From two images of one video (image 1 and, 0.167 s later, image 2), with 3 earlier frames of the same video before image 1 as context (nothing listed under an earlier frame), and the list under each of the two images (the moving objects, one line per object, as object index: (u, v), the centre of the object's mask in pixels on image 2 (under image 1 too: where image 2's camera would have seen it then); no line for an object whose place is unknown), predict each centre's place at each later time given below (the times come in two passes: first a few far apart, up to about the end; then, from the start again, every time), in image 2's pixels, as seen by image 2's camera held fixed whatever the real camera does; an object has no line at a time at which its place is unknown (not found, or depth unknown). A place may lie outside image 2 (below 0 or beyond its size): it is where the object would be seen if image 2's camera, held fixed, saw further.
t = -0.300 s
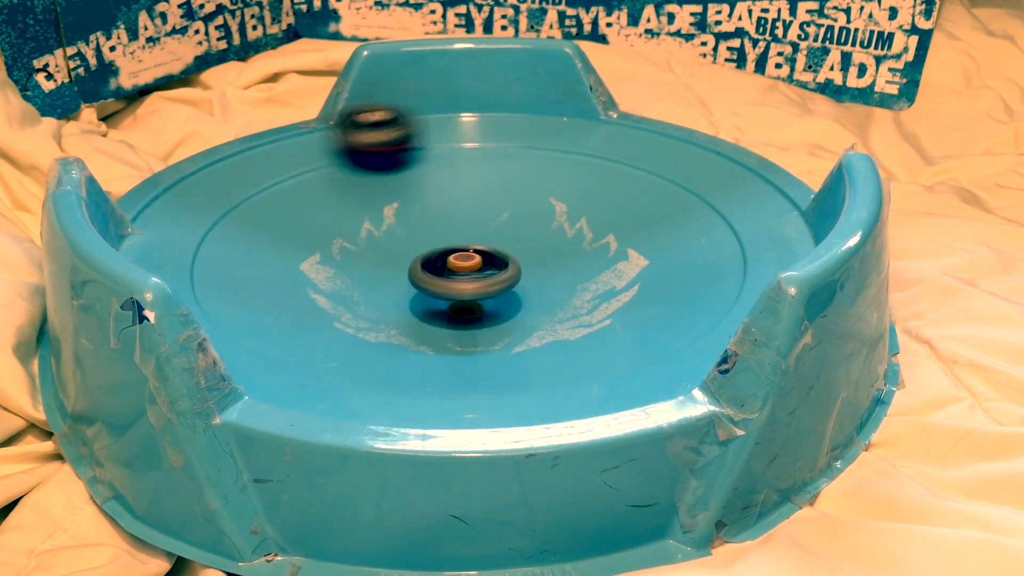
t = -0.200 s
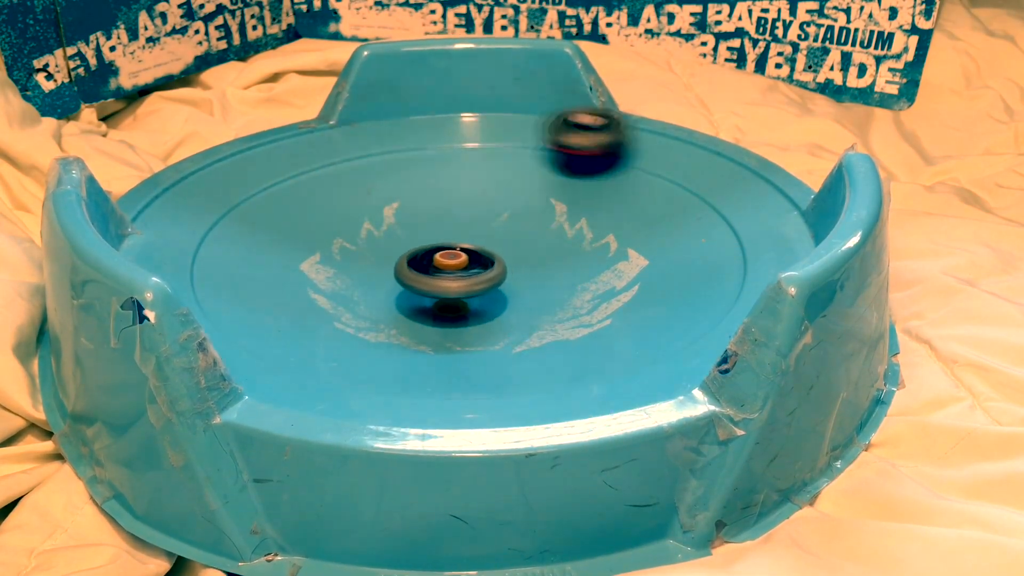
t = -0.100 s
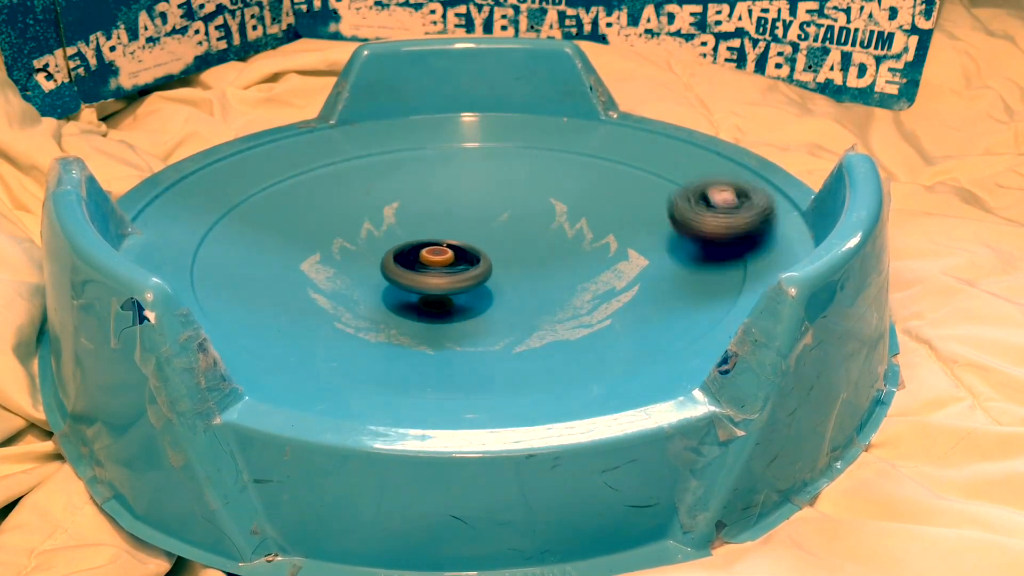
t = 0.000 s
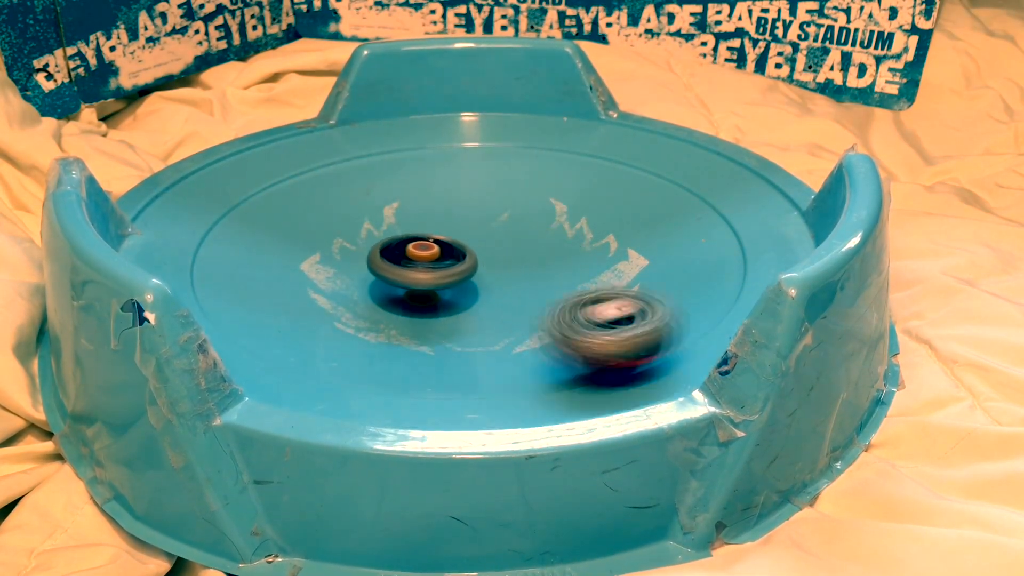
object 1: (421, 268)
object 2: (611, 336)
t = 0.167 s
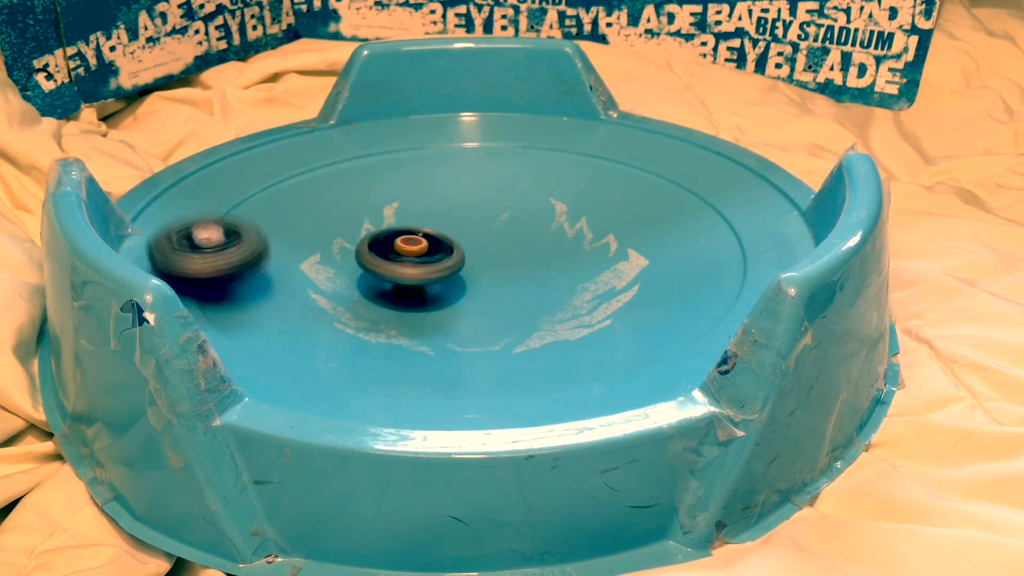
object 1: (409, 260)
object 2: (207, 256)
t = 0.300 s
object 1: (425, 244)
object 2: (355, 143)
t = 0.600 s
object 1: (444, 231)
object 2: (647, 320)
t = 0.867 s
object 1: (470, 224)
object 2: (277, 175)
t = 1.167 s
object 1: (509, 227)
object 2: (708, 265)
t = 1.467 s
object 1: (529, 245)
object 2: (262, 188)
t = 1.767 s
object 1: (508, 271)
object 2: (702, 253)
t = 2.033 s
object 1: (459, 275)
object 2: (236, 228)
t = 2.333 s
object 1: (425, 262)
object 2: (684, 214)
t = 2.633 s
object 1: (435, 243)
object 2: (245, 230)
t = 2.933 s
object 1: (445, 232)
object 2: (679, 219)
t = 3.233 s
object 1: (483, 224)
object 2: (261, 230)
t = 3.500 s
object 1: (514, 236)
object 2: (654, 201)
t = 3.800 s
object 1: (517, 251)
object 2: (261, 247)
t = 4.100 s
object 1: (494, 270)
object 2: (660, 221)
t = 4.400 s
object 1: (447, 270)
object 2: (278, 231)
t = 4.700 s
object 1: (425, 252)
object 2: (659, 244)
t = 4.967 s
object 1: (427, 238)
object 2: (283, 240)
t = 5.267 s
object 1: (466, 227)
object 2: (651, 242)
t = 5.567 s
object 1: (501, 232)
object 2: (310, 215)
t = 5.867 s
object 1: (518, 246)
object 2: (631, 276)
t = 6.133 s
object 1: (498, 264)
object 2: (325, 213)
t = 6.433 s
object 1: (463, 270)
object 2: (611, 288)
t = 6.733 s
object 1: (438, 257)
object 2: (389, 188)
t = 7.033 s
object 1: (436, 240)
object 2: (553, 228)
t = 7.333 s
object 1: (431, 239)
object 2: (545, 259)
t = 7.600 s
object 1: (446, 238)
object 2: (532, 280)
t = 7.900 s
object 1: (468, 215)
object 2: (467, 281)
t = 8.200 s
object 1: (499, 236)
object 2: (412, 278)
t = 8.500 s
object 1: (550, 236)
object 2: (405, 251)
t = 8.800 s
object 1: (526, 271)
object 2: (408, 218)
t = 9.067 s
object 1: (497, 277)
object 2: (447, 229)
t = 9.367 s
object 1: (475, 288)
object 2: (517, 209)
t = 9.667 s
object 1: (341, 257)
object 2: (584, 225)
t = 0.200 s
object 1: (415, 258)
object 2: (214, 219)
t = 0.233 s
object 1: (420, 254)
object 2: (246, 187)
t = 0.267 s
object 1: (423, 249)
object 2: (296, 161)
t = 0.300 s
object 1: (425, 244)
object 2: (355, 143)
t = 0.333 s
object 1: (425, 239)
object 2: (422, 133)
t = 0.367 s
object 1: (422, 235)
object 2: (492, 131)
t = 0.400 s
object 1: (418, 233)
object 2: (559, 137)
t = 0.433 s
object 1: (416, 232)
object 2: (618, 150)
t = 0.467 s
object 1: (415, 233)
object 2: (670, 173)
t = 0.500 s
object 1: (420, 234)
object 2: (706, 204)
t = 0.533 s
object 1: (427, 234)
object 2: (719, 242)
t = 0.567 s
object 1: (436, 233)
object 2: (701, 283)
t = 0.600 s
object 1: (444, 231)
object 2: (647, 320)
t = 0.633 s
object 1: (451, 227)
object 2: (556, 346)
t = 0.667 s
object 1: (456, 224)
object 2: (446, 354)
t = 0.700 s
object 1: (459, 221)
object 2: (343, 341)
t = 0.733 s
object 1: (460, 219)
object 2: (266, 311)
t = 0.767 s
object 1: (460, 218)
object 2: (224, 273)
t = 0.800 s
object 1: (460, 219)
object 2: (214, 235)
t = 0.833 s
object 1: (463, 222)
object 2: (236, 201)
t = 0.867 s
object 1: (470, 224)
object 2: (277, 175)
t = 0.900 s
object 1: (480, 225)
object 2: (331, 153)
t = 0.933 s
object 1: (489, 225)
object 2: (392, 140)
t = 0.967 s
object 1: (495, 224)
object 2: (459, 134)
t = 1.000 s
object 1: (501, 223)
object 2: (524, 136)
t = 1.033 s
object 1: (505, 222)
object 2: (587, 146)
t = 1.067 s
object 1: (507, 222)
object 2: (643, 163)
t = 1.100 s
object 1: (508, 223)
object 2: (686, 190)
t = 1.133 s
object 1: (508, 224)
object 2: (710, 225)
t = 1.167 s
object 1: (509, 227)
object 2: (708, 265)
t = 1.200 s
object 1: (510, 230)
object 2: (672, 303)
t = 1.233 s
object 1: (512, 234)
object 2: (600, 334)
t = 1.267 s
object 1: (516, 238)
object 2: (499, 350)
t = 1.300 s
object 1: (521, 241)
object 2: (394, 348)
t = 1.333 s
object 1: (525, 242)
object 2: (305, 326)
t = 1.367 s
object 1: (528, 243)
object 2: (246, 292)
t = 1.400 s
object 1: (530, 244)
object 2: (222, 255)
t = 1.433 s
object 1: (531, 245)
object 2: (230, 219)
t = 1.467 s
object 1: (529, 245)
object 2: (262, 188)
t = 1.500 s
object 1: (526, 248)
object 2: (311, 166)
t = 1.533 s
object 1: (522, 250)
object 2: (369, 149)
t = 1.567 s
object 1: (518, 253)
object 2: (432, 139)
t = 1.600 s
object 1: (515, 257)
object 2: (495, 138)
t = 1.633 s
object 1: (512, 260)
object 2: (560, 146)
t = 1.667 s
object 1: (510, 265)
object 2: (617, 160)
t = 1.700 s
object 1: (509, 268)
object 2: (665, 183)
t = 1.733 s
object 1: (507, 270)
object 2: (696, 215)
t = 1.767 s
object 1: (508, 271)
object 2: (702, 253)
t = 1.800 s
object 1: (508, 272)
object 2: (678, 291)
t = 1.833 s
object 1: (504, 273)
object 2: (619, 323)
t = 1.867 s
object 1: (498, 266)
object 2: (527, 343)
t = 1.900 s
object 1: (489, 269)
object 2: (426, 347)
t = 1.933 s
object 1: (479, 271)
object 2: (333, 331)
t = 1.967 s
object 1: (470, 273)
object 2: (269, 302)
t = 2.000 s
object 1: (464, 274)
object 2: (236, 265)
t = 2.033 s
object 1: (459, 275)
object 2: (236, 228)
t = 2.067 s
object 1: (457, 276)
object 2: (265, 198)
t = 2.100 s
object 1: (455, 276)
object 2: (307, 174)
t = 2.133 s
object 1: (454, 275)
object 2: (361, 156)
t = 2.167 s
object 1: (451, 272)
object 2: (422, 146)
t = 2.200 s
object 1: (447, 271)
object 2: (486, 143)
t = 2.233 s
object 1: (442, 268)
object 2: (550, 148)
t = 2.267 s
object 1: (436, 266)
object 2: (606, 163)
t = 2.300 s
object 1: (430, 264)
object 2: (653, 185)
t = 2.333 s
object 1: (425, 262)
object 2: (684, 214)
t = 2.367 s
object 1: (421, 260)
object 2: (693, 250)
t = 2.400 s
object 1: (417, 260)
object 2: (672, 288)
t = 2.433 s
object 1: (415, 259)
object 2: (615, 316)
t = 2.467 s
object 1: (413, 259)
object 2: (531, 340)
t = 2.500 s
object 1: (416, 257)
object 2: (432, 344)
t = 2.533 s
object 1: (422, 256)
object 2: (341, 329)
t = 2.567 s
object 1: (428, 252)
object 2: (279, 302)
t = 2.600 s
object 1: (433, 248)
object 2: (245, 265)
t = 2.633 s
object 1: (435, 243)
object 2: (245, 230)
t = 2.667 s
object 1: (434, 239)
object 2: (269, 200)
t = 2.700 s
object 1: (432, 235)
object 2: (313, 177)
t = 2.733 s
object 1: (429, 232)
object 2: (367, 160)
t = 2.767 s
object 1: (427, 231)
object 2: (427, 149)
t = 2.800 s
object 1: (426, 231)
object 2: (489, 148)
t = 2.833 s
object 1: (427, 231)
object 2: (550, 153)
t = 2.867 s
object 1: (431, 232)
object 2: (605, 168)
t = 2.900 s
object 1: (437, 233)
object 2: (651, 189)
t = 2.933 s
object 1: (445, 232)
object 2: (679, 219)
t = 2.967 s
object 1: (453, 232)
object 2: (684, 254)
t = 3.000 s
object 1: (461, 230)
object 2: (662, 290)
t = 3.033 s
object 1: (467, 228)
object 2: (603, 320)
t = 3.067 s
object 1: (472, 226)
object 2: (517, 339)
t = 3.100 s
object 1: (475, 225)
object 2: (422, 340)
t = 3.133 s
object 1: (478, 224)
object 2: (340, 325)
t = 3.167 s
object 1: (480, 223)
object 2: (284, 297)
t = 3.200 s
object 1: (481, 223)
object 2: (254, 261)
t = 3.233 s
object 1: (483, 224)
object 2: (261, 230)
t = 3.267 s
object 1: (485, 225)
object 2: (287, 200)
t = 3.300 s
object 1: (489, 227)
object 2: (330, 177)
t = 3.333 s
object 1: (493, 229)
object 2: (384, 161)
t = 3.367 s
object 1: (498, 231)
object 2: (444, 153)
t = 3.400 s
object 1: (503, 233)
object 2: (504, 153)
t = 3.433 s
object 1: (508, 234)
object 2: (563, 161)
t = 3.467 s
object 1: (511, 235)
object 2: (615, 177)
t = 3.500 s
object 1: (514, 236)
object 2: (654, 201)
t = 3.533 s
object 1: (515, 237)
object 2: (675, 232)
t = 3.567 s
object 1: (517, 240)
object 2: (670, 267)
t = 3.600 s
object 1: (519, 242)
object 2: (636, 300)
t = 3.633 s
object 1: (521, 243)
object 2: (567, 326)
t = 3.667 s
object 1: (522, 245)
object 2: (479, 338)
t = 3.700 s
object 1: (522, 246)
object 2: (391, 333)
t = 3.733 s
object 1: (522, 248)
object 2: (320, 312)
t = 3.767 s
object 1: (521, 249)
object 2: (275, 280)
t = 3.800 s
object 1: (517, 251)
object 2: (261, 247)
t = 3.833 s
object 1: (514, 254)
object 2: (275, 217)
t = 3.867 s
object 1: (511, 256)
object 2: (311, 192)
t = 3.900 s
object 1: (508, 259)
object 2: (358, 173)
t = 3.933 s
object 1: (505, 262)
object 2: (414, 161)
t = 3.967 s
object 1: (502, 265)
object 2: (473, 157)
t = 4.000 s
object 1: (500, 267)
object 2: (534, 162)
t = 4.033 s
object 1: (498, 269)
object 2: (586, 174)
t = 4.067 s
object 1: (496, 270)
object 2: (630, 193)
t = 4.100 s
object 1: (494, 270)
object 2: (660, 221)
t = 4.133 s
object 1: (489, 271)
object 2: (668, 253)
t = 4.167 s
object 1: (484, 272)
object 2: (646, 286)
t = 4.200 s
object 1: (478, 272)
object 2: (594, 315)
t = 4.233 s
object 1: (472, 265)
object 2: (514, 333)
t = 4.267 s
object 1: (468, 265)
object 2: (431, 334)
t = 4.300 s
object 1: (461, 271)
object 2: (354, 320)
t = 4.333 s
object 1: (456, 271)
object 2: (301, 295)
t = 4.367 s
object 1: (451, 270)
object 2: (275, 262)
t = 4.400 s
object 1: (447, 270)
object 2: (278, 231)
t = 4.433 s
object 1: (444, 270)
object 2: (305, 204)
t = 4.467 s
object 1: (443, 269)
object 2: (346, 183)
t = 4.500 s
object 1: (442, 267)
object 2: (397, 169)
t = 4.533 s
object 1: (440, 264)
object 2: (454, 162)
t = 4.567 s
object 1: (436, 261)
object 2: (513, 163)
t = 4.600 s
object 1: (433, 258)
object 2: (567, 172)
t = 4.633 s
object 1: (430, 256)
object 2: (614, 189)
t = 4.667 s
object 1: (427, 254)
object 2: (646, 214)
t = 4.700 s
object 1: (425, 252)
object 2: (659, 244)
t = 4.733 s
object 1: (425, 251)
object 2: (648, 276)
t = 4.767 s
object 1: (426, 249)
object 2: (605, 302)
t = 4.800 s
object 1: (427, 247)
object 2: (536, 326)
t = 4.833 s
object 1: (429, 245)
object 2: (454, 332)
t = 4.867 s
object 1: (429, 242)
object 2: (378, 323)
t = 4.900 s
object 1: (428, 239)
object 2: (318, 301)
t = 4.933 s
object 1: (427, 238)
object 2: (288, 271)
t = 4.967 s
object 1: (427, 238)
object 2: (283, 240)
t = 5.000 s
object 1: (431, 238)
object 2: (303, 212)
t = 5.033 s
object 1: (437, 238)
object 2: (340, 190)
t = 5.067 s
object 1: (444, 236)
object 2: (388, 174)
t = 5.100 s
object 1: (450, 234)
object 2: (444, 166)
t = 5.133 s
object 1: (454, 232)
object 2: (501, 167)
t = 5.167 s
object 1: (459, 230)
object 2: (556, 174)
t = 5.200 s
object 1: (462, 228)
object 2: (601, 190)
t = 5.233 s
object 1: (464, 227)
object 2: (635, 213)
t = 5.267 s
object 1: (466, 227)
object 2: (651, 242)
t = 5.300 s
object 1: (468, 226)
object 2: (642, 273)
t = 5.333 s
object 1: (470, 227)
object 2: (605, 302)
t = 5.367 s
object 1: (474, 228)
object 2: (539, 323)
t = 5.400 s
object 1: (479, 229)
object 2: (462, 330)
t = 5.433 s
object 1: (483, 230)
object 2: (385, 321)
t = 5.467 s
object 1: (488, 231)
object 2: (327, 301)
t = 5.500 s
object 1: (492, 231)
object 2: (297, 273)
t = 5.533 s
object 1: (497, 232)
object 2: (292, 243)
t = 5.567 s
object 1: (501, 232)
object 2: (310, 215)
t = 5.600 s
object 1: (503, 233)
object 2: (344, 194)
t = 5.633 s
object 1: (505, 234)
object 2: (392, 178)
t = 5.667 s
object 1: (506, 235)
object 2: (446, 172)
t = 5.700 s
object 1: (508, 237)
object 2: (502, 170)
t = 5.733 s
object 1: (510, 240)
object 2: (556, 177)
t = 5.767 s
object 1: (512, 242)
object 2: (599, 194)
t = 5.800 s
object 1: (515, 244)
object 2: (631, 218)
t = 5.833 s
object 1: (517, 245)
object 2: (643, 246)
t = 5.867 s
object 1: (518, 246)
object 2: (631, 276)
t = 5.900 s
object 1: (518, 246)
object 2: (591, 303)
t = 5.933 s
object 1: (516, 244)
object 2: (524, 321)
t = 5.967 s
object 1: (512, 250)
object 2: (450, 327)
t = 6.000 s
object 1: (508, 252)
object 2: (380, 317)
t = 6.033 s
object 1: (504, 256)
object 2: (328, 294)
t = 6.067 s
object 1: (501, 258)
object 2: (300, 264)
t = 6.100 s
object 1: (499, 261)
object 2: (302, 239)
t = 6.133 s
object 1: (498, 264)
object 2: (325, 213)
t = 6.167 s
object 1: (496, 266)
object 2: (362, 194)
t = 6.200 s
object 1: (496, 268)
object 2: (409, 180)
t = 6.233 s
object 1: (495, 268)
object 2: (464, 174)
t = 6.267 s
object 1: (492, 267)
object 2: (517, 177)
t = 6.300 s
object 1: (486, 267)
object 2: (567, 188)
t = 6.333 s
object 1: (480, 267)
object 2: (606, 206)
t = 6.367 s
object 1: (473, 268)
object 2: (630, 230)
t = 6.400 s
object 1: (468, 270)
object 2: (633, 259)
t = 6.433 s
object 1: (463, 270)
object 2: (611, 288)
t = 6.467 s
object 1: (459, 270)
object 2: (560, 309)
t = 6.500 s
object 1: (455, 263)
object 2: (491, 325)
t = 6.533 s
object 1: (457, 262)
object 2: (419, 322)
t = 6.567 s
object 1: (454, 267)
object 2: (358, 306)
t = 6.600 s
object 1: (451, 266)
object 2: (318, 279)
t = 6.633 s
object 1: (448, 264)
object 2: (305, 252)
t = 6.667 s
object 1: (445, 261)
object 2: (318, 227)
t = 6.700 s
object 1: (441, 259)
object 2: (347, 205)
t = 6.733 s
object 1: (438, 257)
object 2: (389, 188)
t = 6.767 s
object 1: (434, 255)
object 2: (440, 180)
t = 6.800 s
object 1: (432, 253)
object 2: (488, 177)
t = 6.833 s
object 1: (431, 252)
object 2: (524, 182)
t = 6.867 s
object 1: (432, 251)
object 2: (545, 191)
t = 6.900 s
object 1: (433, 250)
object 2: (554, 201)
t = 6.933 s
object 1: (435, 248)
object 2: (557, 209)
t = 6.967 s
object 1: (437, 245)
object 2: (556, 217)
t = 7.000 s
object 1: (436, 242)
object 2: (555, 223)
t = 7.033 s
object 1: (436, 240)
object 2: (553, 228)
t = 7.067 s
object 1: (435, 238)
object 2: (552, 231)
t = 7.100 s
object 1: (436, 238)
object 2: (551, 234)
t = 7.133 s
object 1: (438, 237)
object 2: (549, 238)
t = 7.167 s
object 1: (440, 237)
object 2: (547, 241)
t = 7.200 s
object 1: (439, 236)
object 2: (547, 245)
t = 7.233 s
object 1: (439, 236)
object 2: (544, 248)
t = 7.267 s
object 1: (432, 236)
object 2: (549, 253)
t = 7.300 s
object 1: (429, 237)
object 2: (548, 256)
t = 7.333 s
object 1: (431, 239)
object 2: (545, 259)
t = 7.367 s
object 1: (436, 240)
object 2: (542, 262)
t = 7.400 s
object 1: (440, 239)
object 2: (543, 266)
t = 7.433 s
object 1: (433, 235)
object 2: (550, 271)
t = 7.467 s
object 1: (430, 234)
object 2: (549, 274)
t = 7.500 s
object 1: (429, 235)
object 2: (546, 276)
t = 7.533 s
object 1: (432, 237)
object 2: (542, 277)
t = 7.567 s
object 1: (438, 238)
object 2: (537, 278)
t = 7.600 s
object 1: (446, 238)
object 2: (532, 280)
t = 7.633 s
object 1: (454, 236)
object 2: (525, 281)
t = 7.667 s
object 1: (461, 233)
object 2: (519, 282)
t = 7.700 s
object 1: (467, 229)
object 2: (512, 282)
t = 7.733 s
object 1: (470, 224)
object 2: (506, 284)
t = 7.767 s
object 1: (472, 220)
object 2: (499, 282)
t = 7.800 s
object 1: (470, 218)
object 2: (492, 282)
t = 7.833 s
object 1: (468, 217)
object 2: (484, 280)
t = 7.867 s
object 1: (467, 216)
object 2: (477, 279)
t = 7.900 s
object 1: (468, 215)
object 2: (467, 281)
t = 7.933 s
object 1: (469, 213)
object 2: (455, 288)
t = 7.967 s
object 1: (465, 212)
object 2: (446, 288)
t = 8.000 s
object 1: (463, 215)
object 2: (437, 287)
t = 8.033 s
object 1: (464, 217)
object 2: (430, 286)
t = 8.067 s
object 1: (469, 222)
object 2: (424, 286)
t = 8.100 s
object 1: (475, 224)
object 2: (419, 285)
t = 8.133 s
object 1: (482, 228)
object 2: (415, 283)
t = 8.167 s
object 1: (491, 231)
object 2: (412, 280)
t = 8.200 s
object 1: (499, 236)
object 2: (412, 278)
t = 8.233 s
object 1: (507, 235)
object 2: (412, 273)
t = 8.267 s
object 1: (515, 239)
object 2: (413, 271)
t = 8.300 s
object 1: (521, 239)
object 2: (416, 268)
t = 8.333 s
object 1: (526, 239)
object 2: (419, 266)
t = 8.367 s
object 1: (529, 239)
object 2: (423, 264)
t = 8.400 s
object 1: (529, 238)
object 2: (426, 262)
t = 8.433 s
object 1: (535, 239)
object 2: (424, 261)
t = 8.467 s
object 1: (548, 237)
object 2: (407, 255)
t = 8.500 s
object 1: (550, 236)
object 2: (405, 251)
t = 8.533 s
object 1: (549, 236)
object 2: (405, 247)
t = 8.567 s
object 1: (546, 237)
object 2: (406, 244)
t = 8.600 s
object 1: (541, 239)
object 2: (408, 241)
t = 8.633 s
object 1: (534, 241)
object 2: (410, 239)
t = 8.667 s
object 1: (527, 245)
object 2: (413, 237)
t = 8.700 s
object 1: (519, 249)
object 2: (416, 236)
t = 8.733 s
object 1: (512, 253)
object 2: (419, 234)
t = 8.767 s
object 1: (520, 265)
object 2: (412, 225)
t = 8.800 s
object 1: (526, 271)
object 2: (408, 218)
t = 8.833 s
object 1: (528, 275)
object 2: (411, 217)
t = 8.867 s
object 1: (529, 277)
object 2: (416, 218)
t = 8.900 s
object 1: (529, 278)
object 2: (422, 220)
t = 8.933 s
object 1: (528, 279)
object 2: (429, 222)
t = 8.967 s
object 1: (524, 279)
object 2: (435, 225)
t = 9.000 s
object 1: (517, 279)
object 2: (440, 228)
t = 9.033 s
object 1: (508, 276)
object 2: (443, 229)
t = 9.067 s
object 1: (497, 277)
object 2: (447, 229)
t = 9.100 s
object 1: (486, 280)
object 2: (455, 224)
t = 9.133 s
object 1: (475, 304)
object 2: (468, 202)
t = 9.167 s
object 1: (476, 308)
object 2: (476, 188)
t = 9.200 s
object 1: (482, 309)
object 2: (486, 186)
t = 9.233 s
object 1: (488, 308)
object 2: (496, 188)
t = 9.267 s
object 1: (490, 305)
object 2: (505, 192)
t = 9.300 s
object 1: (488, 301)
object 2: (511, 197)
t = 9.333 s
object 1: (483, 295)
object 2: (515, 203)
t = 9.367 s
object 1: (475, 288)
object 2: (517, 209)
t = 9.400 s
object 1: (467, 282)
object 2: (518, 215)
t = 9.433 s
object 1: (459, 275)
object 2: (519, 219)
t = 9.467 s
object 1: (450, 268)
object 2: (519, 223)
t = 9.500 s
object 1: (442, 261)
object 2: (518, 227)
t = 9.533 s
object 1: (392, 266)
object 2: (552, 218)
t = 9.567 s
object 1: (352, 261)
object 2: (578, 211)
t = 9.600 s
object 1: (341, 260)
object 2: (584, 213)
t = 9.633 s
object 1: (339, 259)
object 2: (586, 219)
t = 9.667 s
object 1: (341, 257)
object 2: (584, 225)
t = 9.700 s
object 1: (346, 255)
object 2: (578, 231)
